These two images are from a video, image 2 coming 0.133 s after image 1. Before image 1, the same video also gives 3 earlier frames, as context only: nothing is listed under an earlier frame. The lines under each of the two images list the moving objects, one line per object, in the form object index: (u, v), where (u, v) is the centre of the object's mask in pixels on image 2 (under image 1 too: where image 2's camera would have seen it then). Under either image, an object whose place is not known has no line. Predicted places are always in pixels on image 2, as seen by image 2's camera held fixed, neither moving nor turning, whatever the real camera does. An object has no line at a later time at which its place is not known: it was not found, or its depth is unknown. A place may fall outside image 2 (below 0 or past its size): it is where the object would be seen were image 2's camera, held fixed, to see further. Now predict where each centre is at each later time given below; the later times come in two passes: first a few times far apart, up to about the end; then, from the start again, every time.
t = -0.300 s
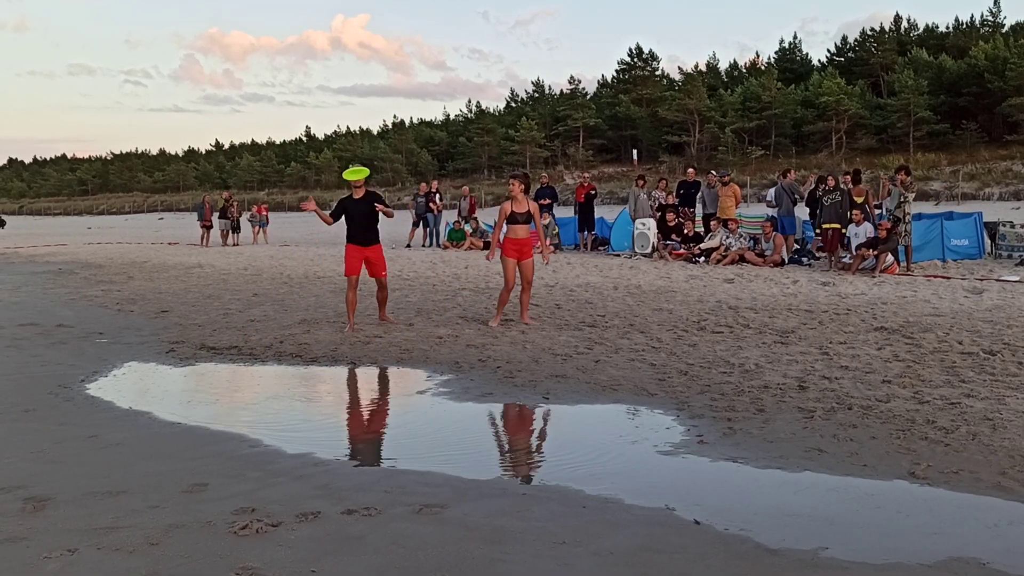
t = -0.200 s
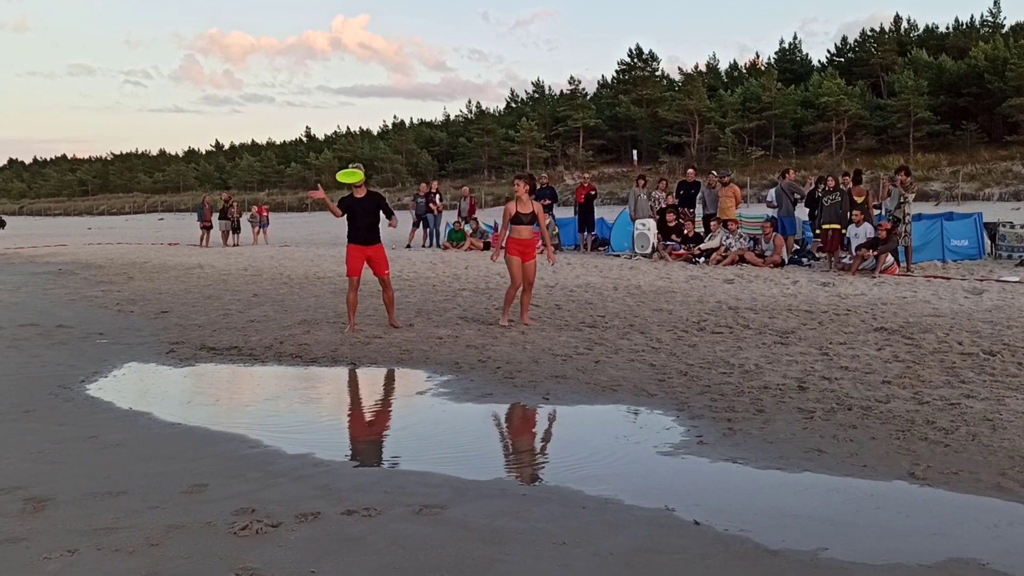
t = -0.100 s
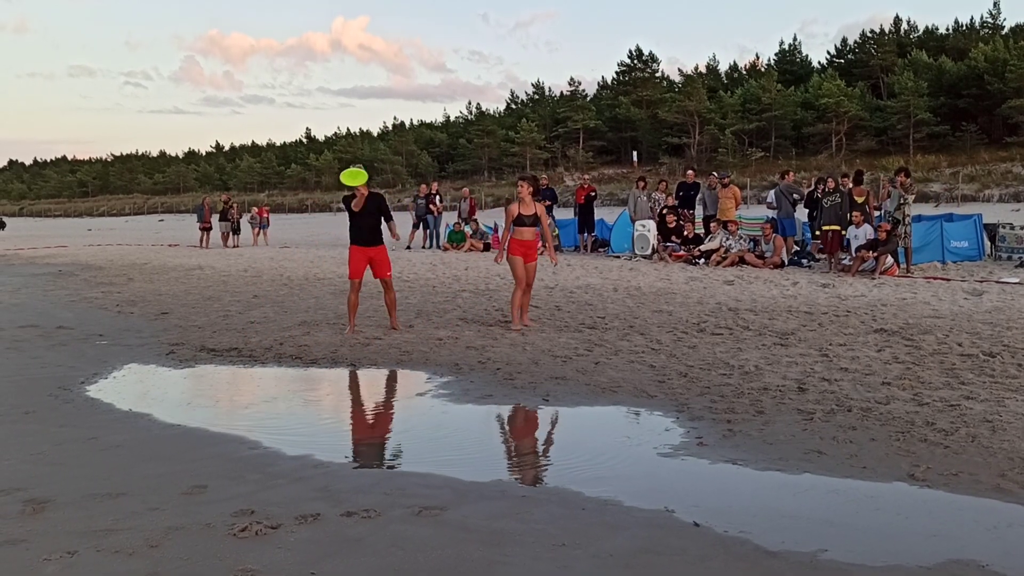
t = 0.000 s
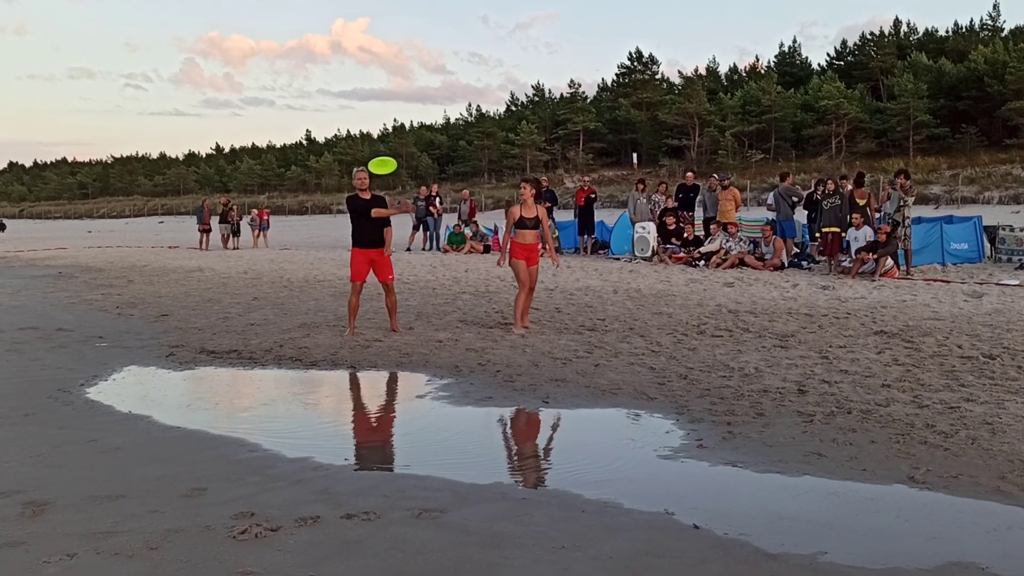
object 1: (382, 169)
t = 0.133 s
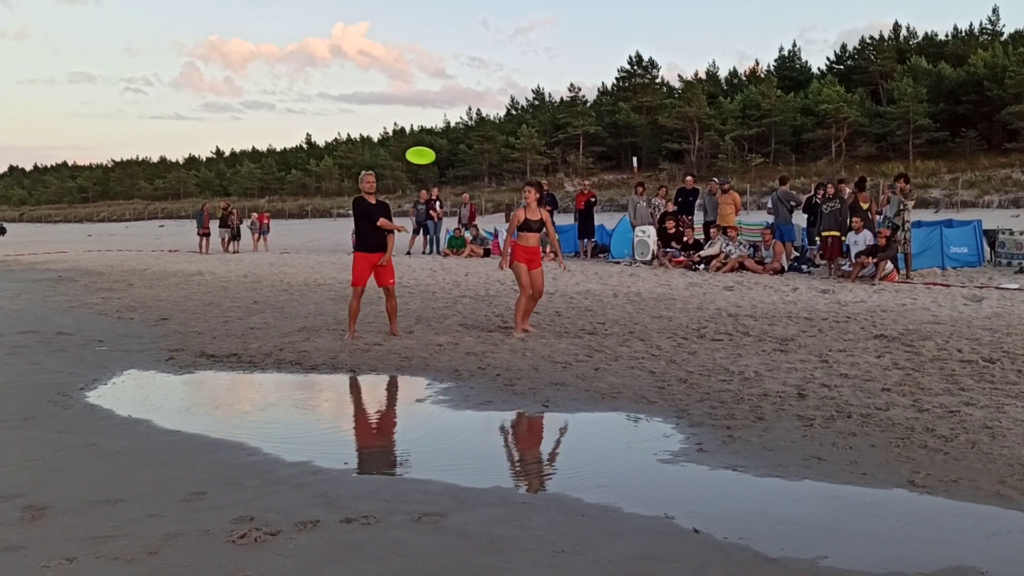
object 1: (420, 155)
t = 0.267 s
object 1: (458, 152)
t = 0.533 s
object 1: (531, 175)
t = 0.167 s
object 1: (430, 154)
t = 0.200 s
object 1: (439, 152)
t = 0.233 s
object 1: (449, 152)
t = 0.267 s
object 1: (458, 152)
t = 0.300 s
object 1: (468, 153)
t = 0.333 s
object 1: (477, 155)
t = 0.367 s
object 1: (486, 157)
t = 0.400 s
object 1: (495, 160)
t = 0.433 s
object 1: (504, 163)
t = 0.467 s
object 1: (513, 166)
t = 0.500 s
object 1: (522, 171)
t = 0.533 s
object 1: (531, 175)
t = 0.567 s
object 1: (540, 180)
